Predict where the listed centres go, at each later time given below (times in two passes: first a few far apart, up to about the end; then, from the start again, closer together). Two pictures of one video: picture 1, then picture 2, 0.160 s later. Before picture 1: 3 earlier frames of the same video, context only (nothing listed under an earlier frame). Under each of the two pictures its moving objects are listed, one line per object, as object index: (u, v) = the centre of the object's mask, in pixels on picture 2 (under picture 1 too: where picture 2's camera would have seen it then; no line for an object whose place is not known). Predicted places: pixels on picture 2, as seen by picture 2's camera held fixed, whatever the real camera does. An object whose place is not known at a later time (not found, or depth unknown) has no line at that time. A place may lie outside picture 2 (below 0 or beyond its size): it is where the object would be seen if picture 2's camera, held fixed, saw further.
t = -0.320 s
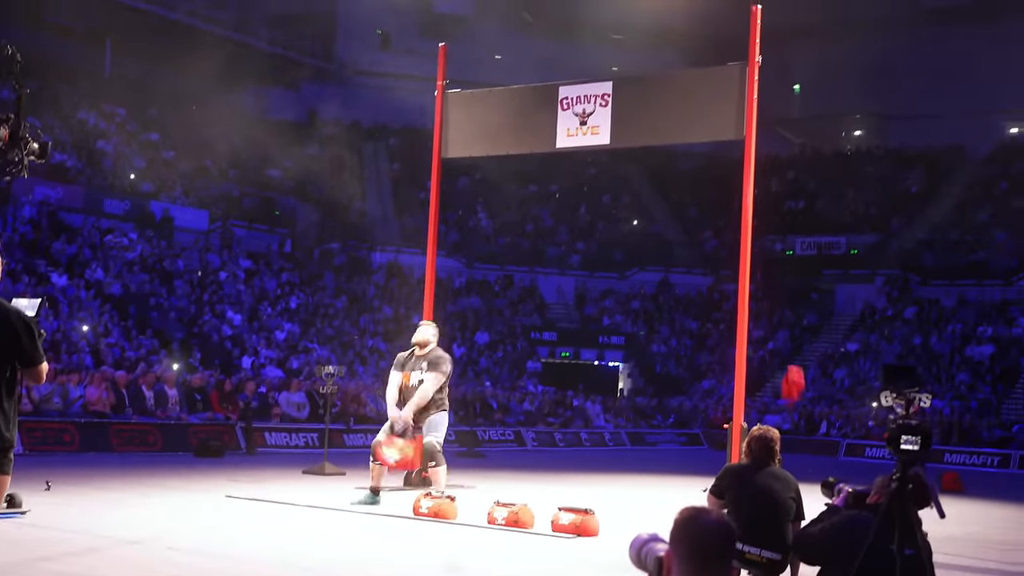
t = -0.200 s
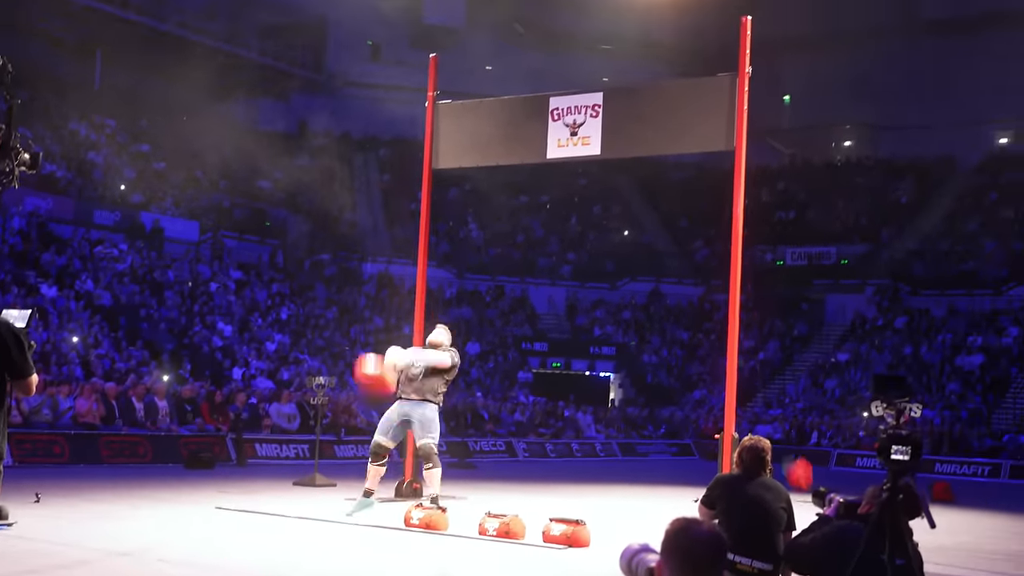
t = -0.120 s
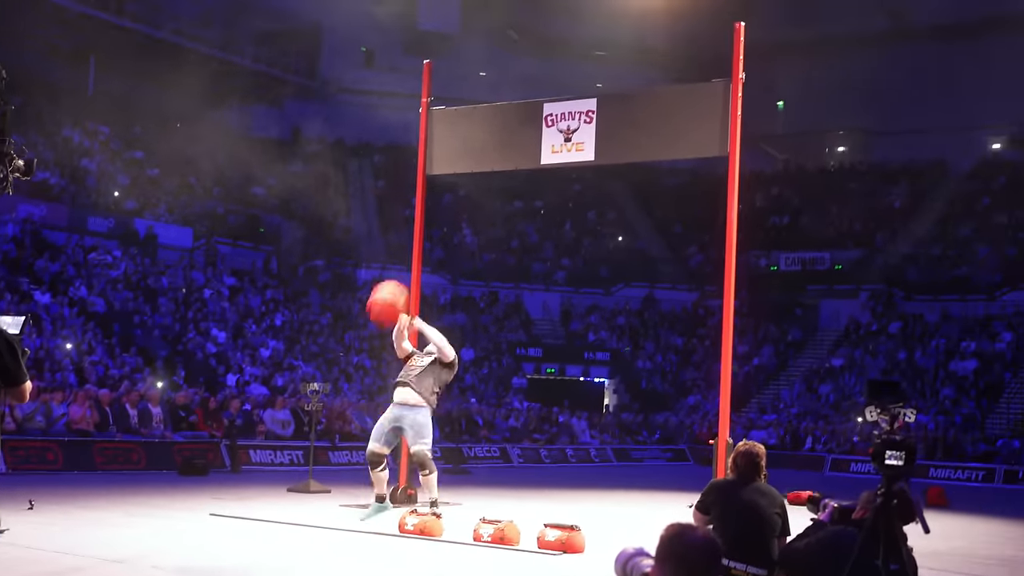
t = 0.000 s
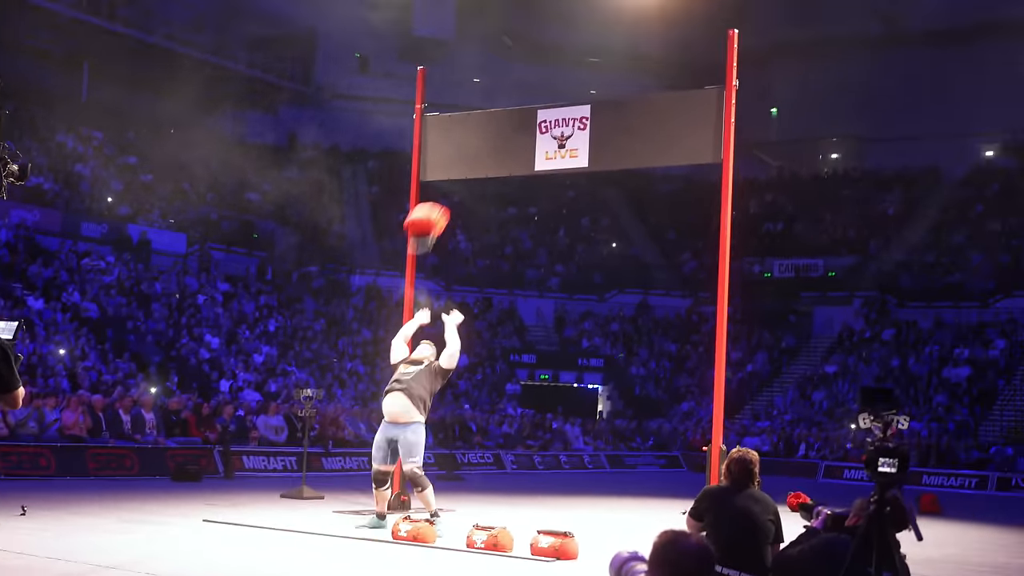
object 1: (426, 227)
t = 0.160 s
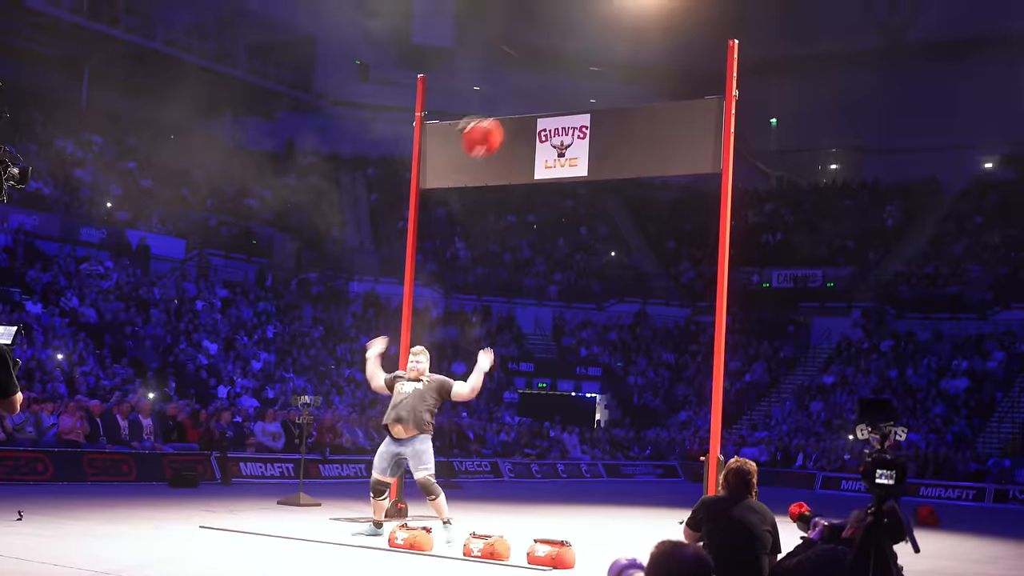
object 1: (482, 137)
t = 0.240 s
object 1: (508, 105)
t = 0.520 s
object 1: (584, 53)
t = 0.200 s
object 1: (496, 121)
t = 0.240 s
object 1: (508, 105)
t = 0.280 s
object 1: (520, 92)
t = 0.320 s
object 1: (532, 81)
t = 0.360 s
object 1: (543, 71)
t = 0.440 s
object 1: (564, 59)
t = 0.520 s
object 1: (584, 53)
